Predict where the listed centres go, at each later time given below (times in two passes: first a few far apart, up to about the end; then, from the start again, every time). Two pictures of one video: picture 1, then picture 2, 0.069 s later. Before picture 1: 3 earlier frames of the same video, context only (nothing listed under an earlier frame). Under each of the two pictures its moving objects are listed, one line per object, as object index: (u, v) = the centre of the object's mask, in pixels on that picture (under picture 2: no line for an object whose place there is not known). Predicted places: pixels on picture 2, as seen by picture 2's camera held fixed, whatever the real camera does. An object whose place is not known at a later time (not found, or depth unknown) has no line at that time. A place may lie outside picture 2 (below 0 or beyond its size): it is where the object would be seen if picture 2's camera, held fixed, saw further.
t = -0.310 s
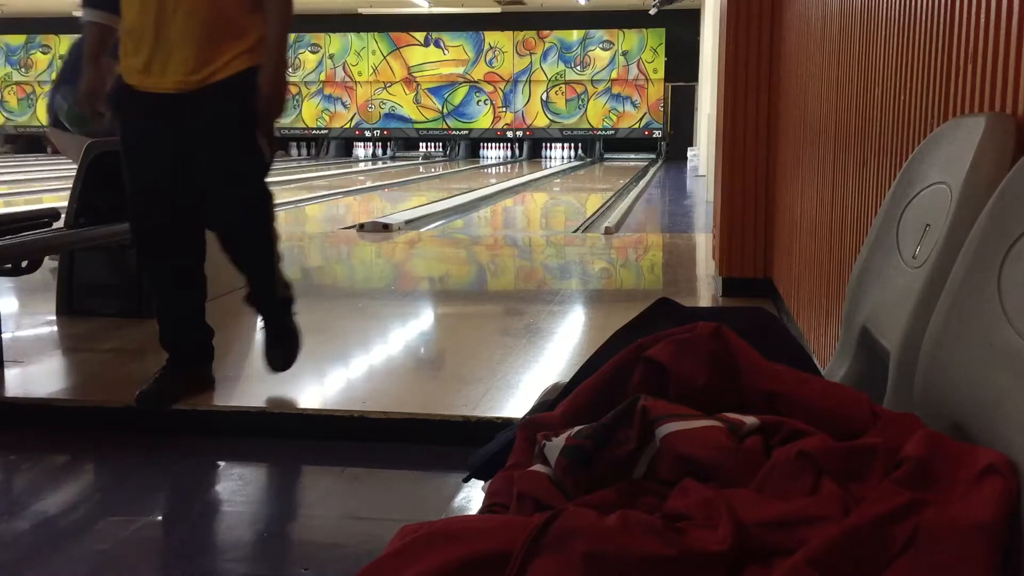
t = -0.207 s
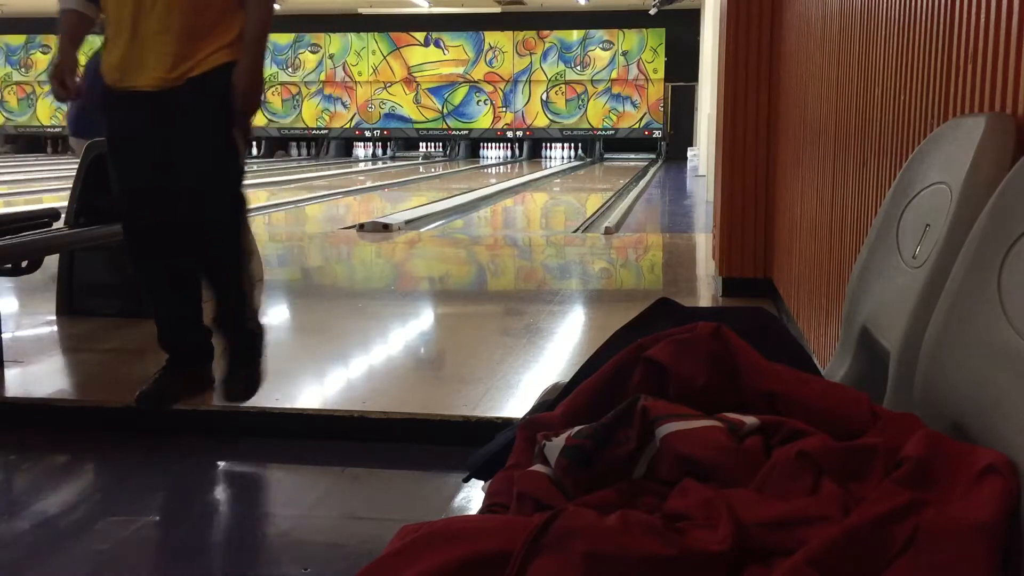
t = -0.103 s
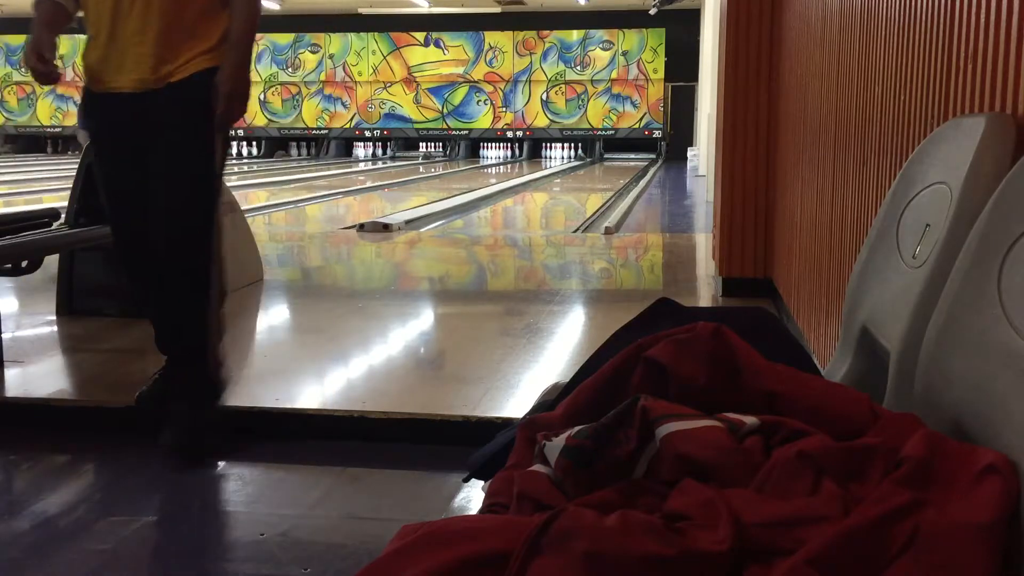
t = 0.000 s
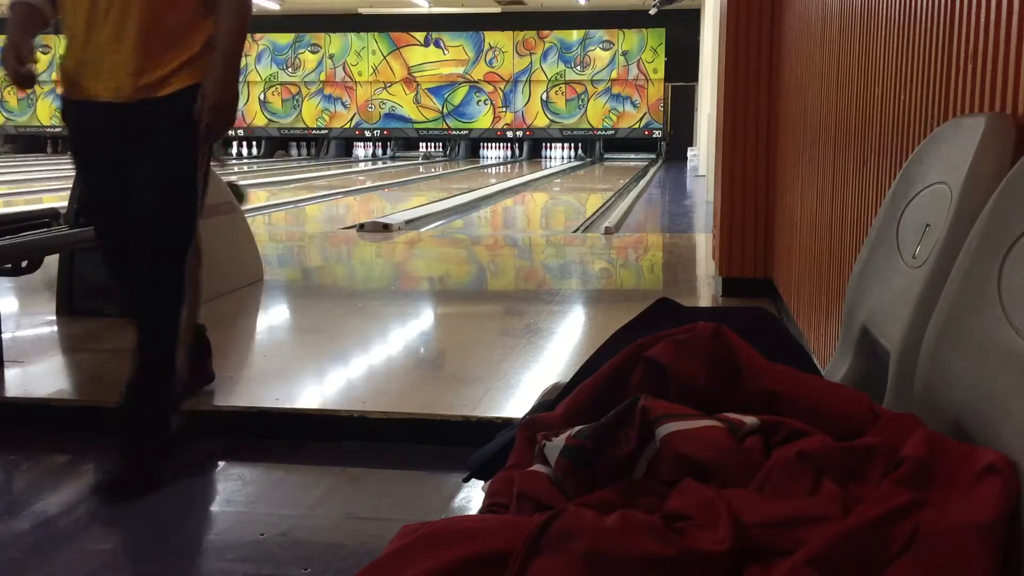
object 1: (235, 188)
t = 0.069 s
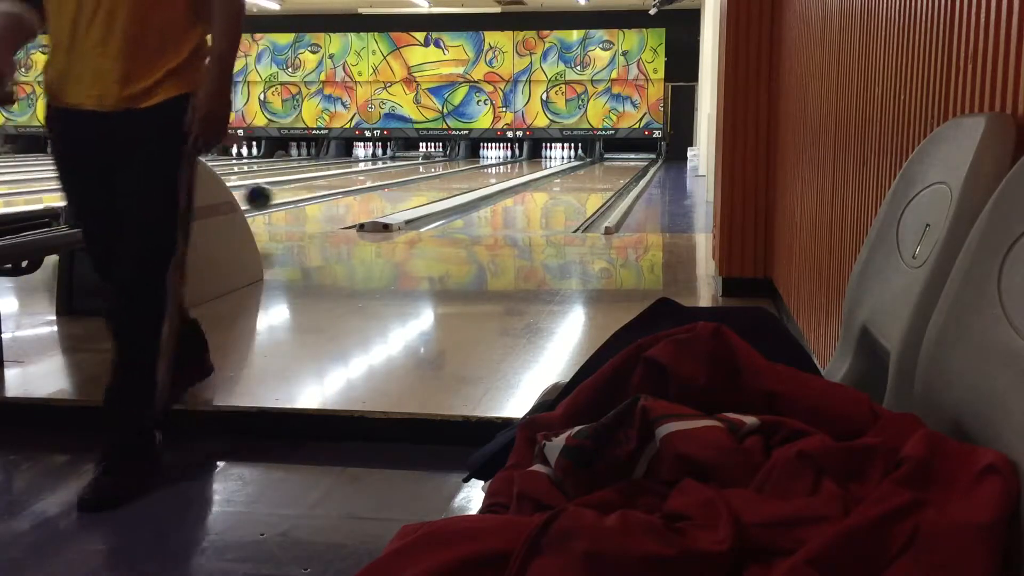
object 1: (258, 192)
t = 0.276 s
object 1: (326, 195)
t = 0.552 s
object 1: (383, 186)
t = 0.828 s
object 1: (420, 176)
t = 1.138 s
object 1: (451, 170)
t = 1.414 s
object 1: (474, 165)
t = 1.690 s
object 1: (492, 163)
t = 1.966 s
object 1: (504, 160)
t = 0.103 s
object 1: (269, 197)
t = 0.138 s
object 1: (281, 201)
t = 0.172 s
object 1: (292, 205)
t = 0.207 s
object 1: (311, 199)
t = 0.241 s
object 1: (319, 197)
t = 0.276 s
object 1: (326, 195)
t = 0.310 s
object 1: (334, 194)
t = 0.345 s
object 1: (343, 194)
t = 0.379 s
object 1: (351, 191)
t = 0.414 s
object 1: (357, 190)
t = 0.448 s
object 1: (364, 189)
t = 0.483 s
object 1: (370, 188)
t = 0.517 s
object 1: (376, 187)
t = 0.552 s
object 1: (383, 186)
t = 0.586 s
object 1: (388, 184)
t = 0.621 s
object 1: (392, 183)
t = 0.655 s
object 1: (398, 182)
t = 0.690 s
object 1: (402, 180)
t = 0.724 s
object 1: (407, 180)
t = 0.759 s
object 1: (411, 179)
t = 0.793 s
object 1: (416, 177)
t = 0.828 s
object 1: (420, 176)
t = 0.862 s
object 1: (423, 175)
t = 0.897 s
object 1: (427, 175)
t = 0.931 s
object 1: (430, 174)
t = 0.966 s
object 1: (434, 174)
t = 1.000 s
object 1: (438, 173)
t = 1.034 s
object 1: (442, 173)
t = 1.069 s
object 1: (445, 172)
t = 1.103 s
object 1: (448, 170)
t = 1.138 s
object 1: (451, 170)
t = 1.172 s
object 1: (454, 169)
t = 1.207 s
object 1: (459, 169)
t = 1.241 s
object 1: (463, 167)
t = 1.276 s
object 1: (465, 167)
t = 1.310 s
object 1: (467, 167)
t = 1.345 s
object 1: (470, 167)
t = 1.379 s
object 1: (472, 166)
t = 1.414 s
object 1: (474, 165)
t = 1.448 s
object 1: (476, 165)
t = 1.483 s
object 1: (478, 164)
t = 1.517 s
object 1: (481, 164)
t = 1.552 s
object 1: (482, 164)
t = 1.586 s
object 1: (486, 165)
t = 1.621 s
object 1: (487, 163)
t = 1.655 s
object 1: (491, 163)
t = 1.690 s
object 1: (492, 163)
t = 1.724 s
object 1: (493, 165)
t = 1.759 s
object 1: (495, 163)
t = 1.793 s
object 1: (496, 162)
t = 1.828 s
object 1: (498, 162)
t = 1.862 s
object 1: (499, 161)
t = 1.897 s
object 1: (500, 161)
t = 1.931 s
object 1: (501, 160)
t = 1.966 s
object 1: (504, 160)
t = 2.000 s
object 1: (505, 160)
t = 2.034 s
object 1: (506, 159)
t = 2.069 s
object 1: (507, 159)
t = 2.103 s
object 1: (509, 160)
